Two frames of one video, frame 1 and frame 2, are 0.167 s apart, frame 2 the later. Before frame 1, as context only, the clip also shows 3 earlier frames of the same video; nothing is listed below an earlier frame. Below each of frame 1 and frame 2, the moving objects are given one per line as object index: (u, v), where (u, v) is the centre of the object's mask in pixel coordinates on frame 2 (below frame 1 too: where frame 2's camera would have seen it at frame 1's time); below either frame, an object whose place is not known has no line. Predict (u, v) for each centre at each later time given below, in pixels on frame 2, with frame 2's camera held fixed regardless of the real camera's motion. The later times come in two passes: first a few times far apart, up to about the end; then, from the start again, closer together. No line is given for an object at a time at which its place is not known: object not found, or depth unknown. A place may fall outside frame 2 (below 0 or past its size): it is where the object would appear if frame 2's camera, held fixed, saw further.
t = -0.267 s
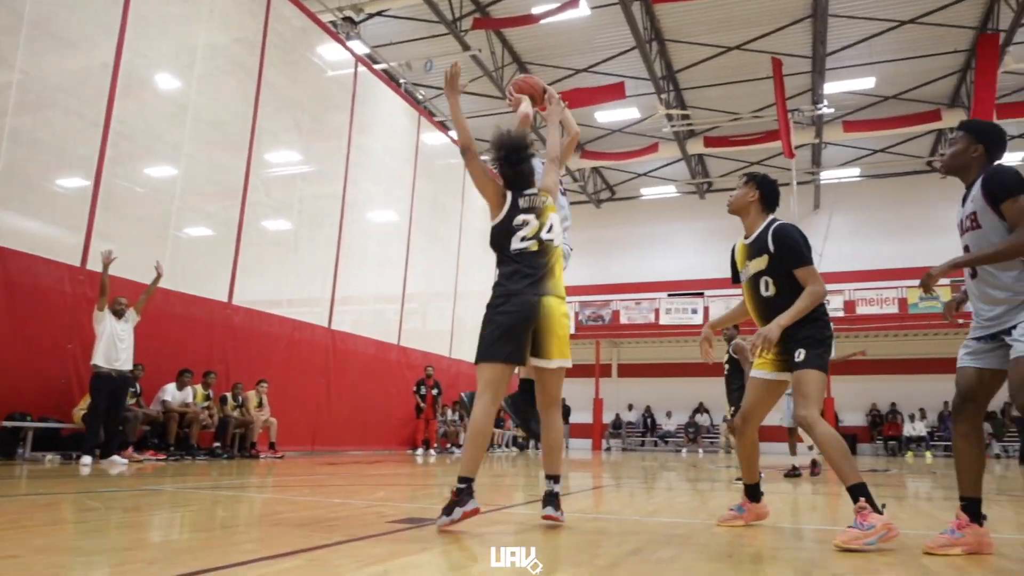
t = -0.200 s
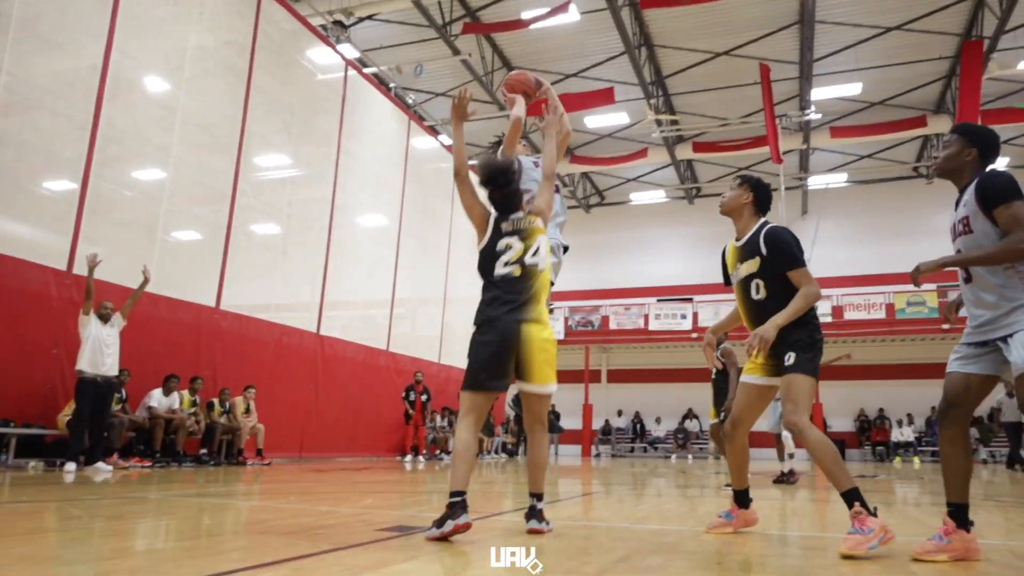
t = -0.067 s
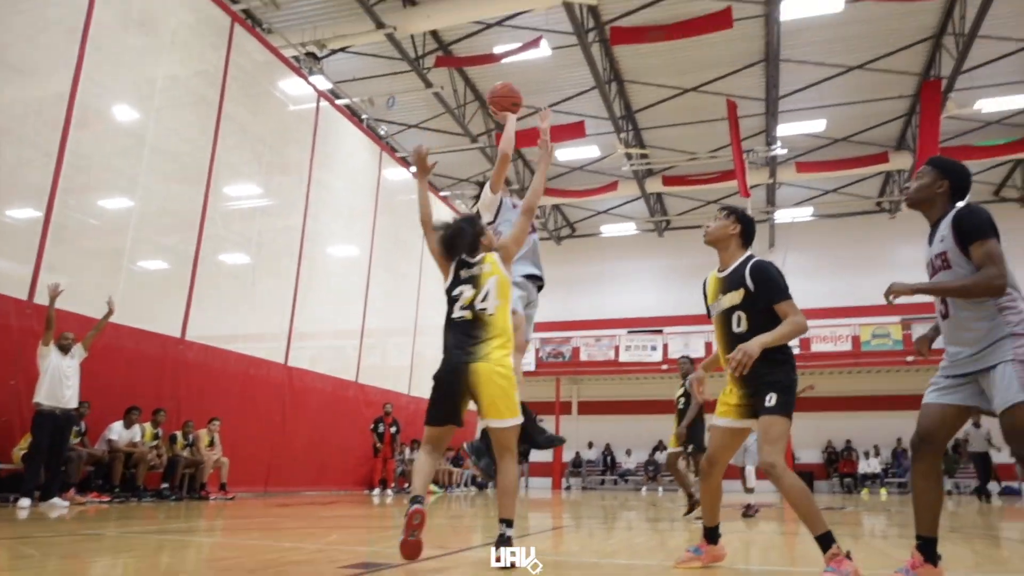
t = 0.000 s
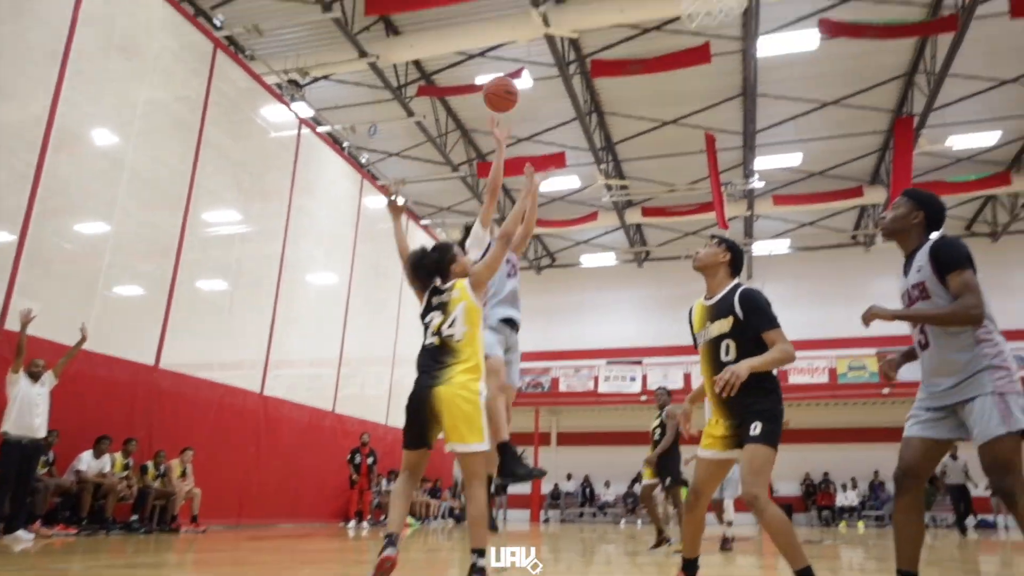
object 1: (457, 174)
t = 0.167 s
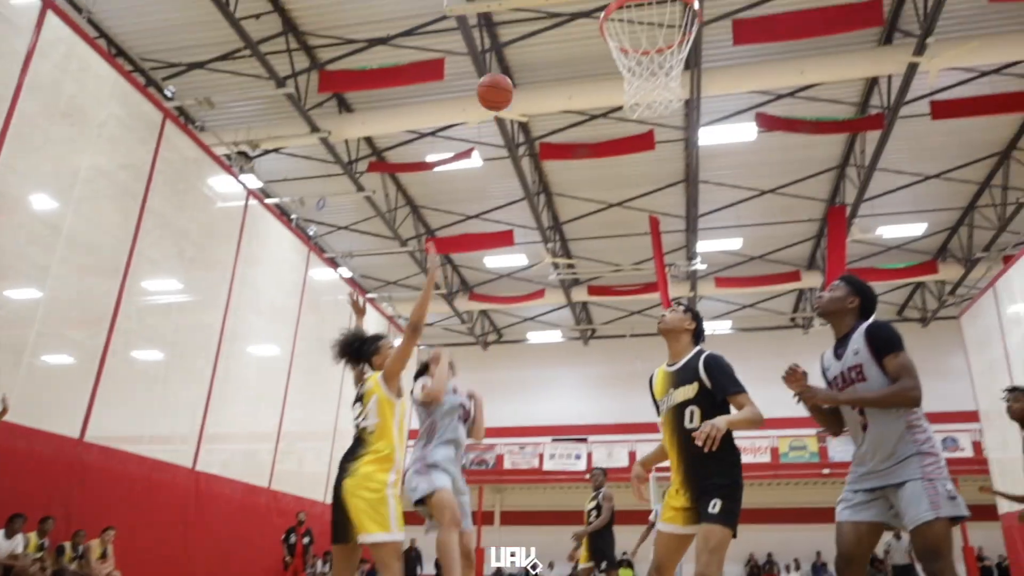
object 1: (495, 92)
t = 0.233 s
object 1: (513, 68)
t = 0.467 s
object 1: (584, 20)
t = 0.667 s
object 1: (674, 38)
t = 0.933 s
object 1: (676, 62)
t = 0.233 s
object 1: (513, 68)
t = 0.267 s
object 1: (523, 57)
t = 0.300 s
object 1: (533, 47)
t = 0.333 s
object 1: (544, 39)
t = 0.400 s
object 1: (565, 26)
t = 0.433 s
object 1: (576, 22)
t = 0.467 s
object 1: (584, 20)
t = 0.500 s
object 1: (601, 21)
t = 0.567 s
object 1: (628, 23)
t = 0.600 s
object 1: (643, 25)
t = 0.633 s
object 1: (658, 30)
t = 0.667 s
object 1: (674, 38)
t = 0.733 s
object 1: (688, 41)
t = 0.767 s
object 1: (689, 40)
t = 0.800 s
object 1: (689, 38)
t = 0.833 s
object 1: (685, 45)
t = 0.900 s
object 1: (680, 54)
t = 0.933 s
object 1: (676, 62)
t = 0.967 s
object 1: (672, 71)
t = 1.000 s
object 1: (668, 81)
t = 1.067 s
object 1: (663, 111)
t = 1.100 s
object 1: (660, 129)
